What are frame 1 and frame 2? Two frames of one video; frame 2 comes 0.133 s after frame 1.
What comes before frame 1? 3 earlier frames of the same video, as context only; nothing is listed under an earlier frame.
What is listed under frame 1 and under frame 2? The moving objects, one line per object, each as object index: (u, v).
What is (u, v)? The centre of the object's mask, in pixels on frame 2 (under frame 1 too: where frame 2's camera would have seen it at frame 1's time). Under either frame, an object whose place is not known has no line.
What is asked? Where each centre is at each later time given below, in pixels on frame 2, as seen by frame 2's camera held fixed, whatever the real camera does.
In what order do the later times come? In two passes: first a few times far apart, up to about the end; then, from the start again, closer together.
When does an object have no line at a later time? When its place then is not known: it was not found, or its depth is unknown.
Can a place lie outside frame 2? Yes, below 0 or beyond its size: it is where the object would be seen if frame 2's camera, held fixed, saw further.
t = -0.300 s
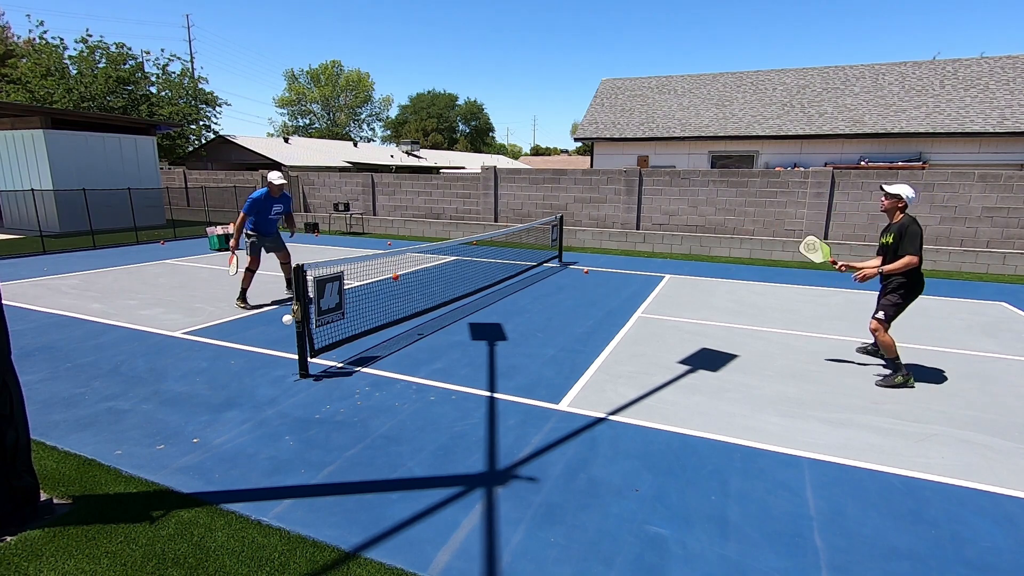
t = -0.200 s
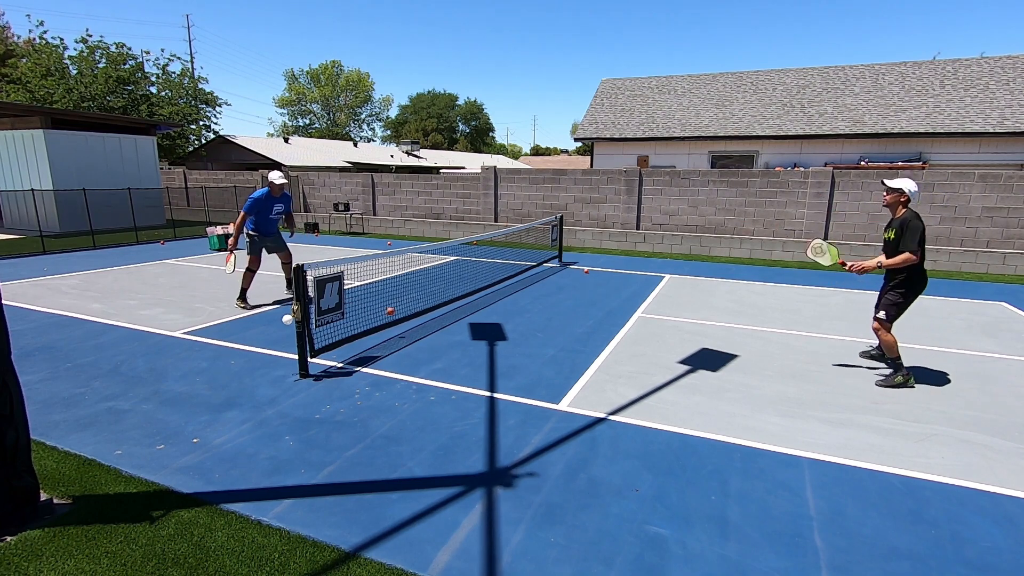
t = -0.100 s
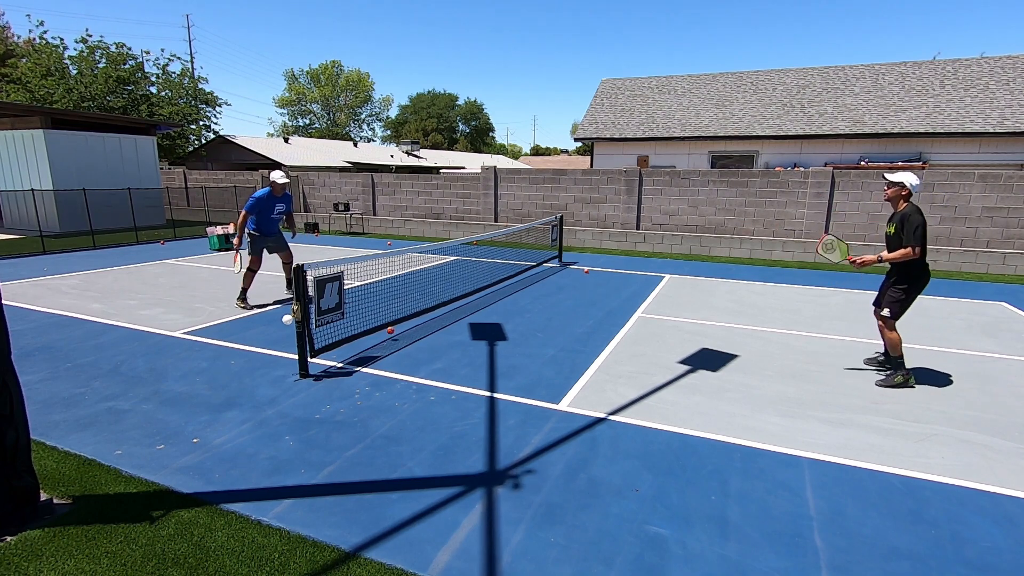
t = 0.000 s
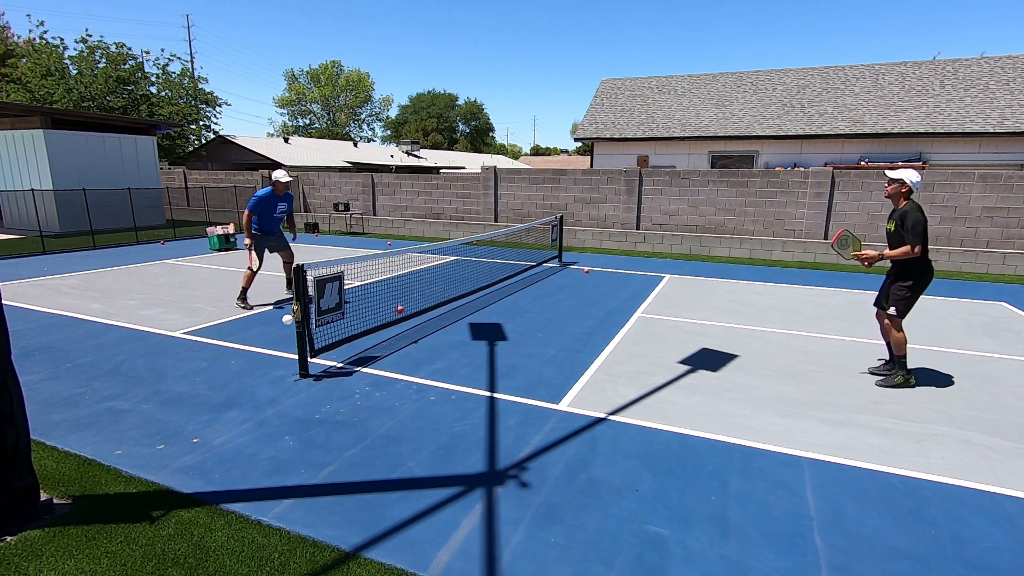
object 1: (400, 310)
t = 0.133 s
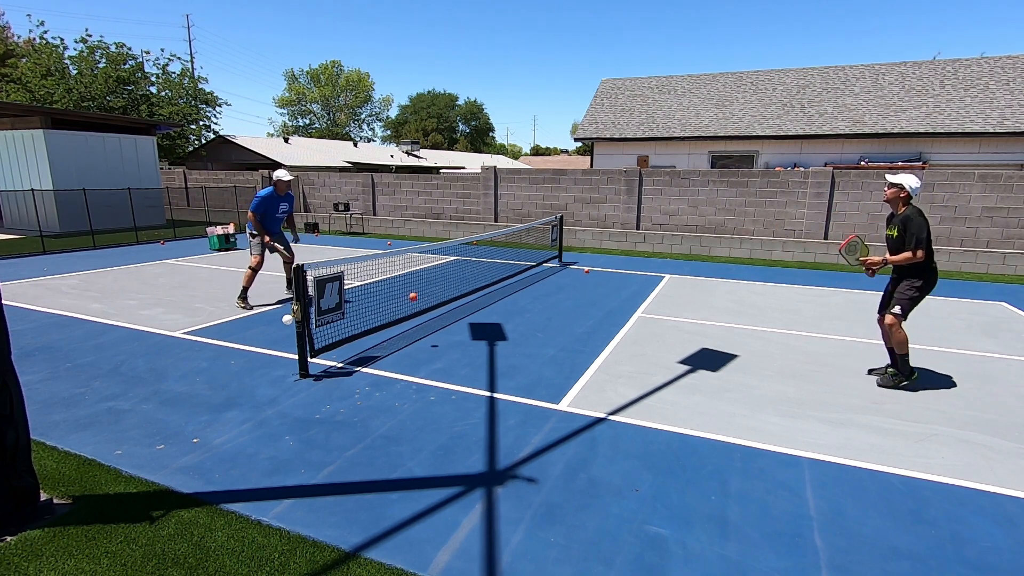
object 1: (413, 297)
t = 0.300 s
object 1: (434, 312)
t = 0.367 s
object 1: (437, 318)
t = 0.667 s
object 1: (468, 331)
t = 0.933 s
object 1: (493, 363)
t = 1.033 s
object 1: (502, 365)
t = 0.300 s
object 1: (434, 312)
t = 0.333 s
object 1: (435, 315)
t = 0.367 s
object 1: (437, 318)
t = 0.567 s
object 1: (459, 339)
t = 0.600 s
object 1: (460, 337)
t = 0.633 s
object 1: (464, 334)
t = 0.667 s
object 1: (468, 331)
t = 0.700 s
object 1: (472, 331)
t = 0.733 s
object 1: (473, 332)
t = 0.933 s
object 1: (493, 363)
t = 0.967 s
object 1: (495, 370)
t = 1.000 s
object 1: (499, 368)
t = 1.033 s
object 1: (502, 365)
